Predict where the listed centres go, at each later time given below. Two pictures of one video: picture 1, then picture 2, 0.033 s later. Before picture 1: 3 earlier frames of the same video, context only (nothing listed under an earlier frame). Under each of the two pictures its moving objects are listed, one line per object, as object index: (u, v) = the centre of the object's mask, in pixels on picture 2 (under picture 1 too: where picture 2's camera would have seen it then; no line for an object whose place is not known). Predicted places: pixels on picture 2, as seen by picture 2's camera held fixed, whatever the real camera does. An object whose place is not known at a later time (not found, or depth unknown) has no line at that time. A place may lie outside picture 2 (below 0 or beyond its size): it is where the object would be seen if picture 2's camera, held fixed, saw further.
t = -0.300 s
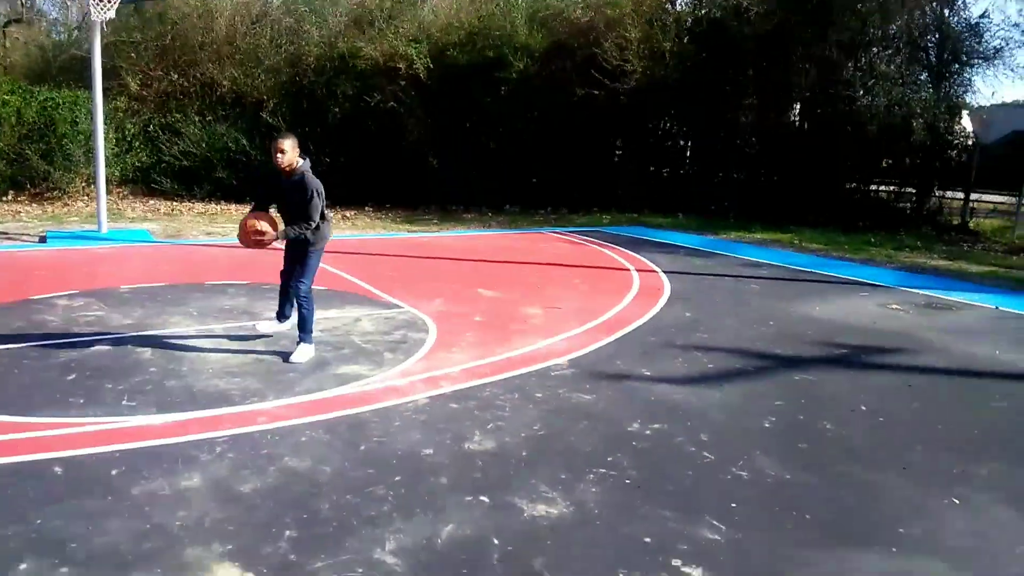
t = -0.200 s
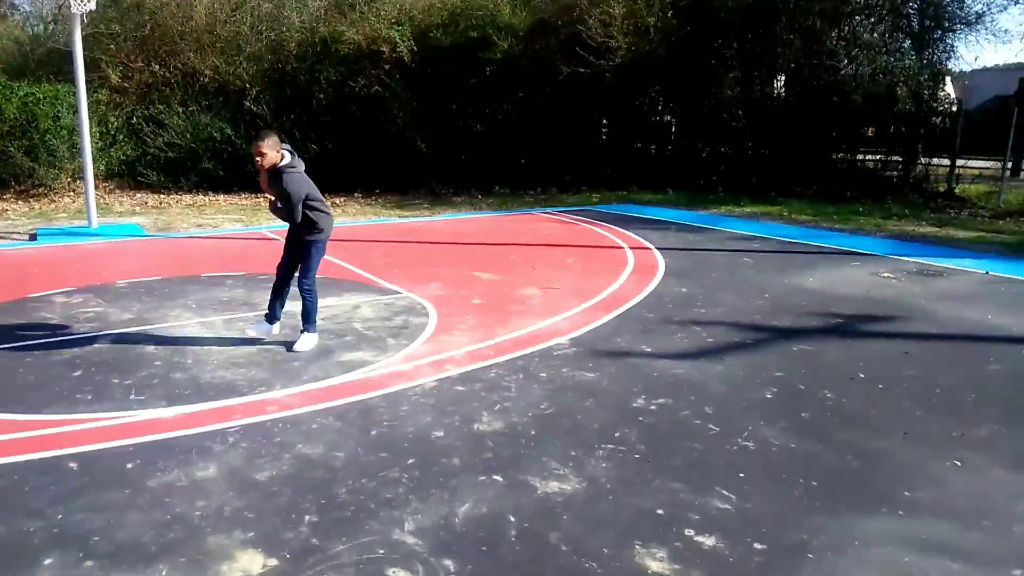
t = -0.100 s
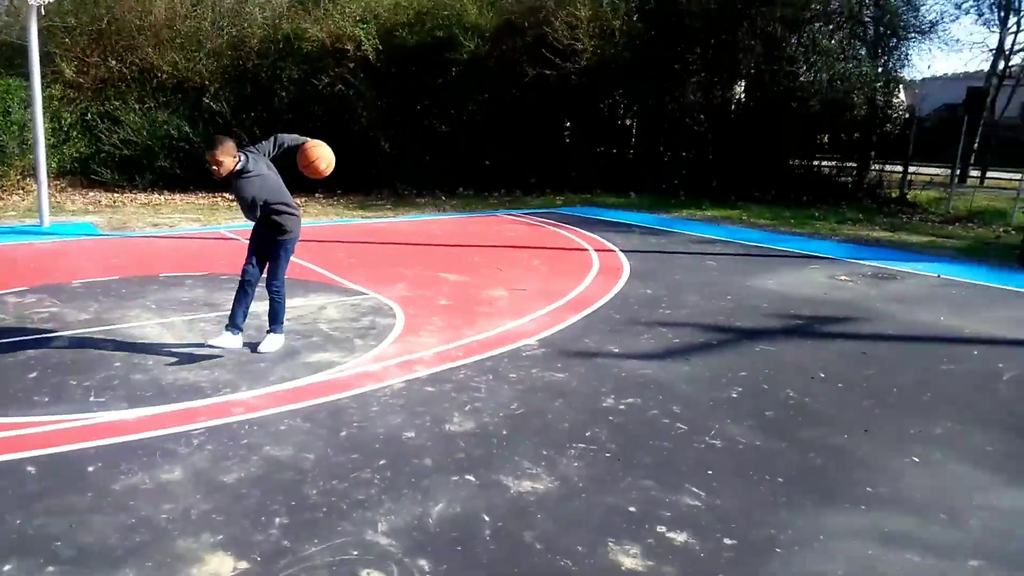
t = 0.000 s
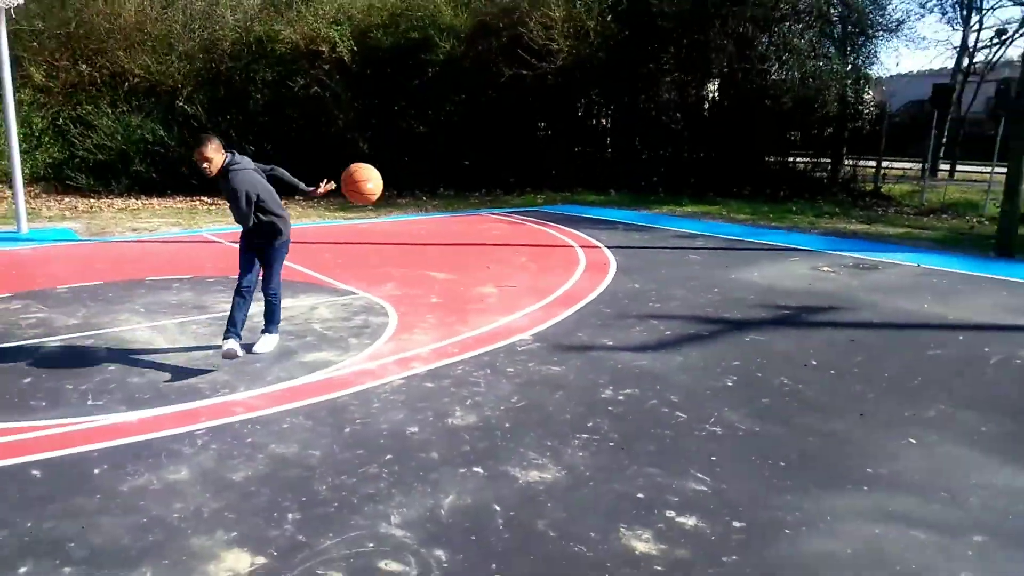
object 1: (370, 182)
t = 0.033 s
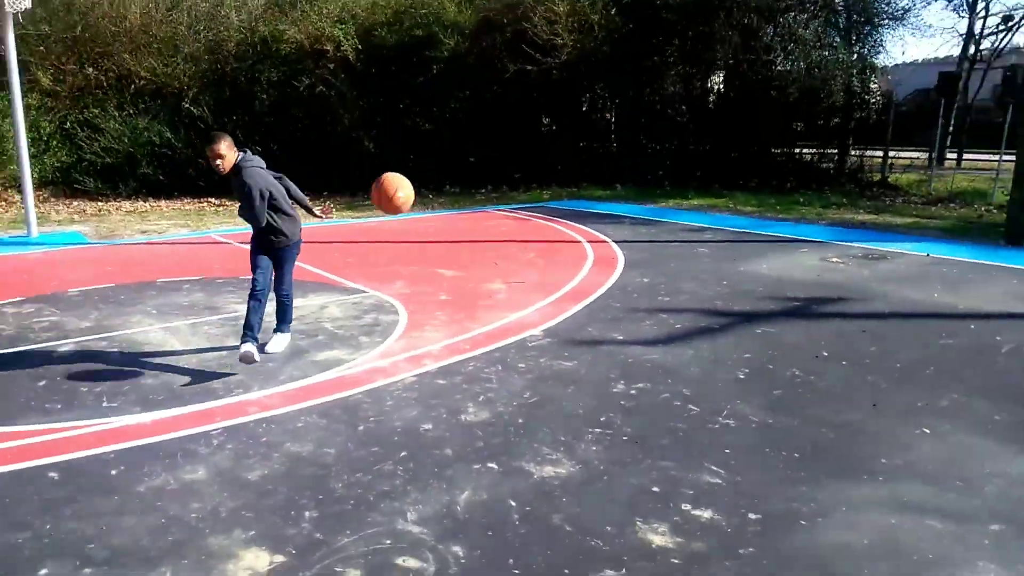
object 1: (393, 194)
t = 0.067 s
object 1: (418, 208)
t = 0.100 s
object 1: (445, 226)
